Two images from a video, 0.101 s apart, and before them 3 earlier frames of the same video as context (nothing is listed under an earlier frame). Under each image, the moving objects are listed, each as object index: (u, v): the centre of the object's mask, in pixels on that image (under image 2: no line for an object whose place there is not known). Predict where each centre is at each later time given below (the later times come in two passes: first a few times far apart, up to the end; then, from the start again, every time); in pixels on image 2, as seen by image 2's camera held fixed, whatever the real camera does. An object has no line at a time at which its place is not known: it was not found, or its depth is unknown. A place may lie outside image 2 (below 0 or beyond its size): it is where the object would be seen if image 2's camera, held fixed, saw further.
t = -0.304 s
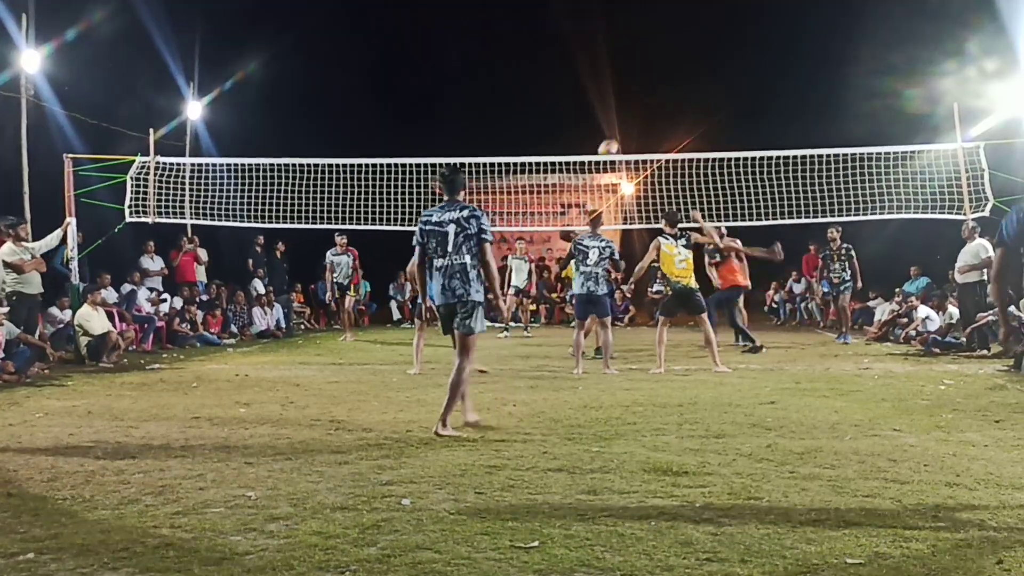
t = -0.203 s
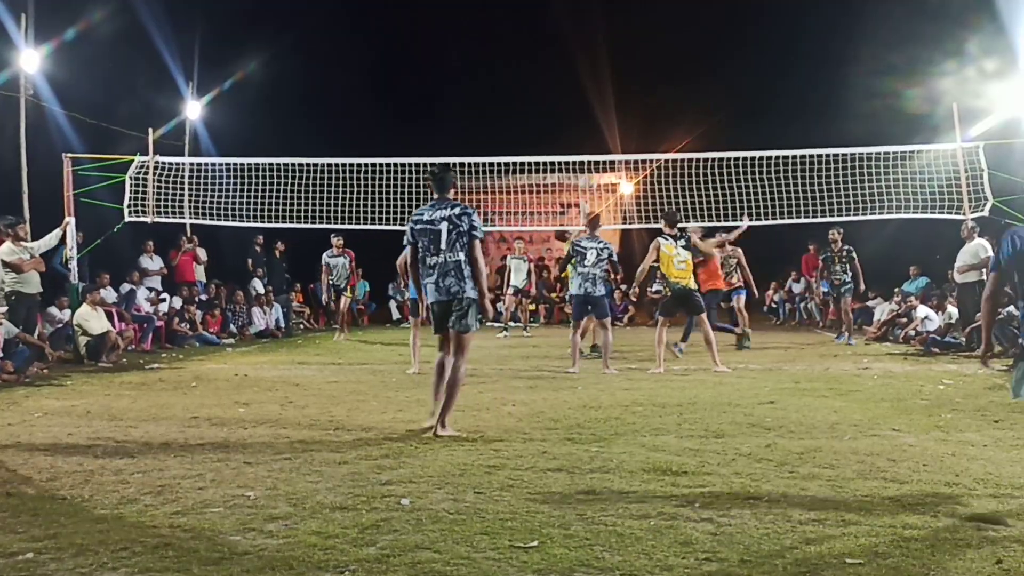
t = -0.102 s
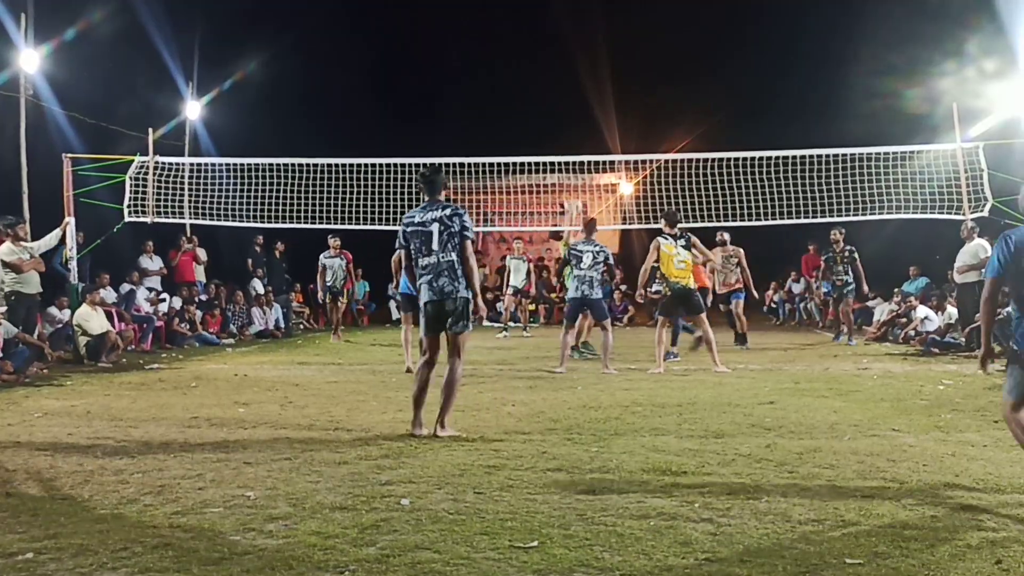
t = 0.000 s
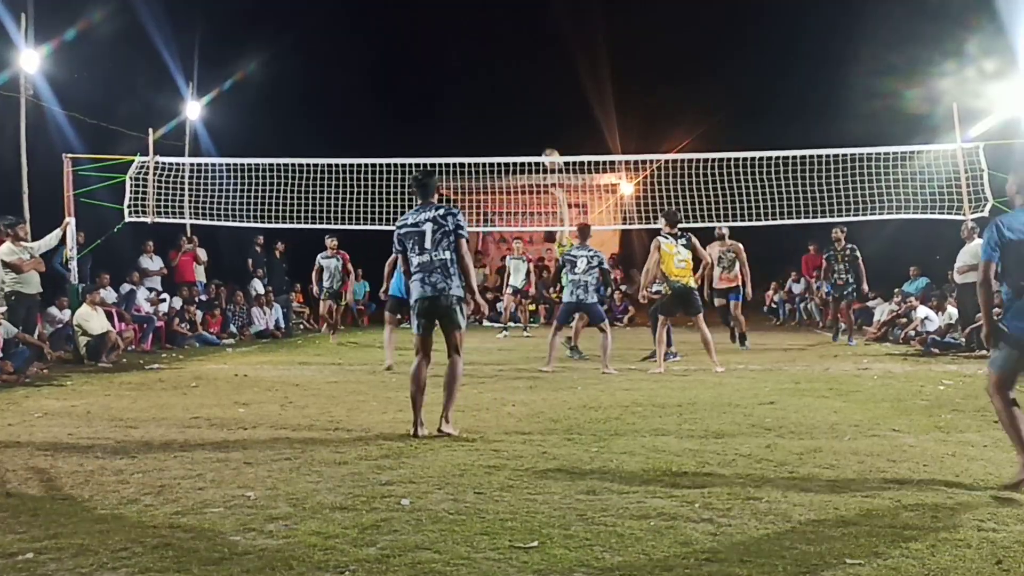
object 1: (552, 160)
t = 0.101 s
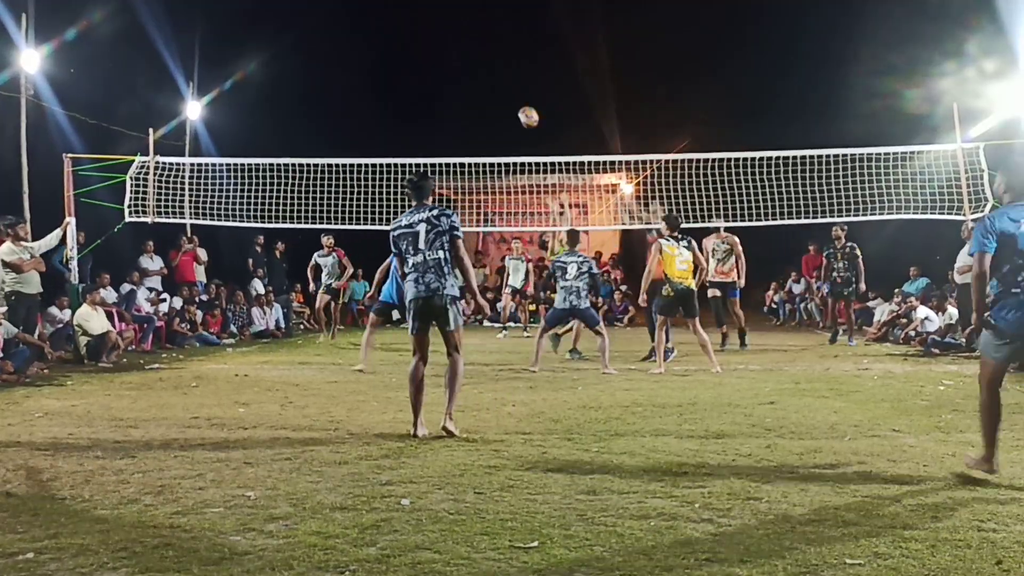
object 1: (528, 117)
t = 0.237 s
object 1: (497, 73)
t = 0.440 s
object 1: (450, 34)
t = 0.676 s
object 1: (396, 30)
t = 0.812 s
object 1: (365, 48)
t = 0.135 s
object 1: (520, 104)
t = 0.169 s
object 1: (512, 93)
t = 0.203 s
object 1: (505, 83)
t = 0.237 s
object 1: (497, 73)
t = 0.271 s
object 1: (488, 64)
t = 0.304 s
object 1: (481, 57)
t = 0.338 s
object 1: (473, 50)
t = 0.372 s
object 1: (465, 43)
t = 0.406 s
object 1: (458, 39)
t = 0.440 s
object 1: (450, 34)
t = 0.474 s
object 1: (442, 31)
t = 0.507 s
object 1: (435, 28)
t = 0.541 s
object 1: (427, 27)
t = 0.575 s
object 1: (419, 26)
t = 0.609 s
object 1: (411, 26)
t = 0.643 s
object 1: (404, 28)
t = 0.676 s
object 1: (396, 30)
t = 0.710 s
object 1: (388, 33)
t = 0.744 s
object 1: (381, 37)
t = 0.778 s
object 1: (373, 42)
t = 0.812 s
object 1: (365, 48)
